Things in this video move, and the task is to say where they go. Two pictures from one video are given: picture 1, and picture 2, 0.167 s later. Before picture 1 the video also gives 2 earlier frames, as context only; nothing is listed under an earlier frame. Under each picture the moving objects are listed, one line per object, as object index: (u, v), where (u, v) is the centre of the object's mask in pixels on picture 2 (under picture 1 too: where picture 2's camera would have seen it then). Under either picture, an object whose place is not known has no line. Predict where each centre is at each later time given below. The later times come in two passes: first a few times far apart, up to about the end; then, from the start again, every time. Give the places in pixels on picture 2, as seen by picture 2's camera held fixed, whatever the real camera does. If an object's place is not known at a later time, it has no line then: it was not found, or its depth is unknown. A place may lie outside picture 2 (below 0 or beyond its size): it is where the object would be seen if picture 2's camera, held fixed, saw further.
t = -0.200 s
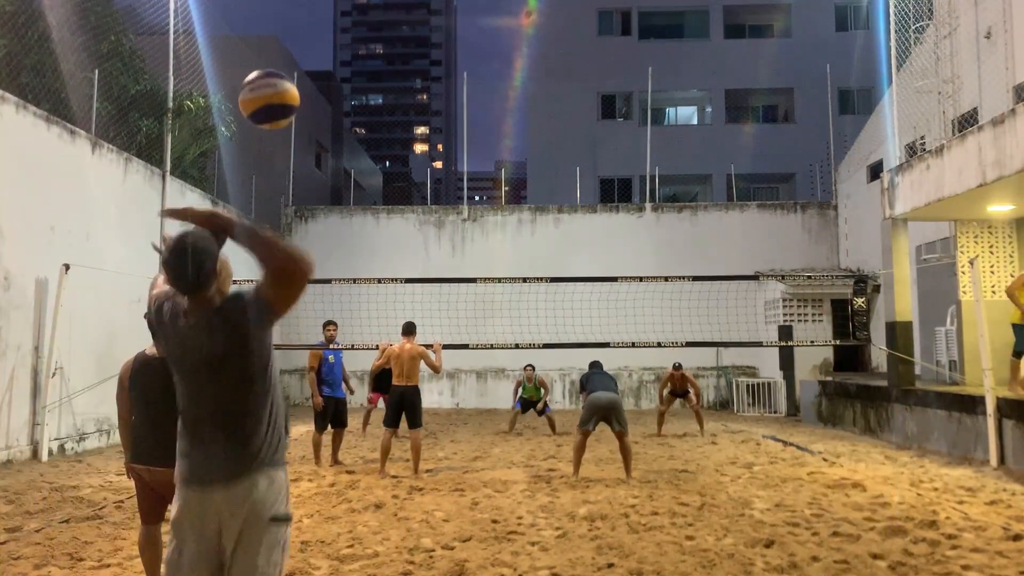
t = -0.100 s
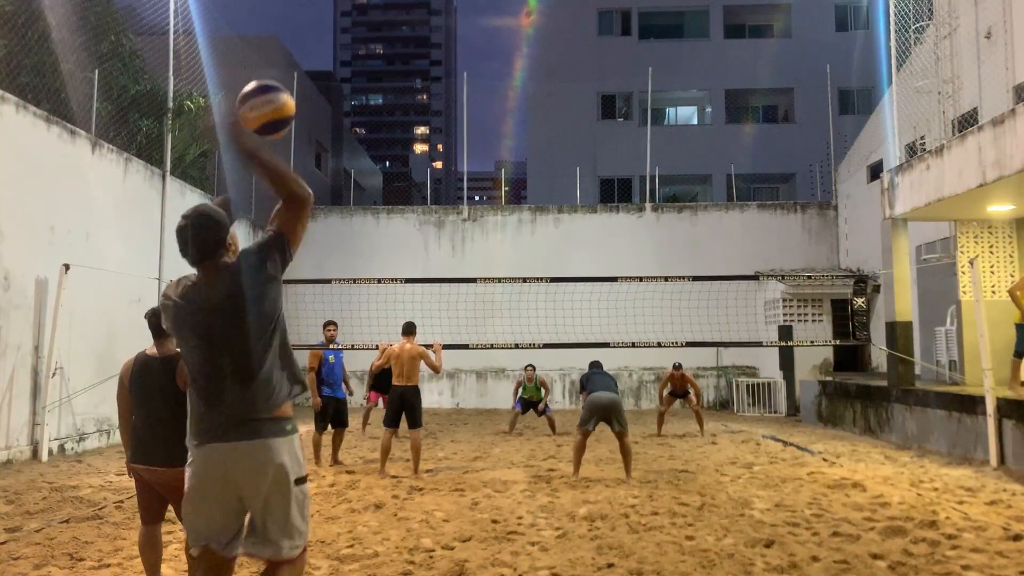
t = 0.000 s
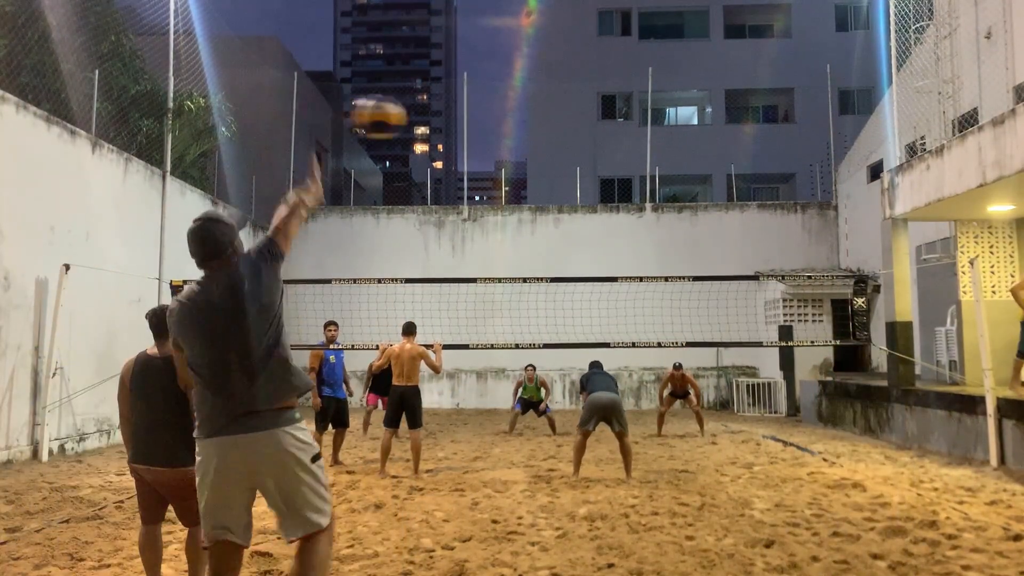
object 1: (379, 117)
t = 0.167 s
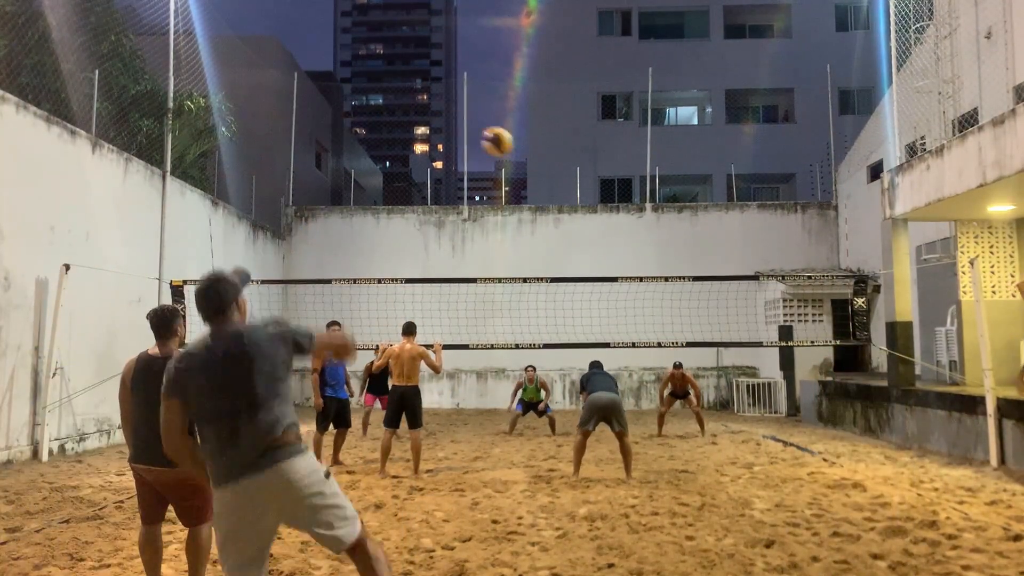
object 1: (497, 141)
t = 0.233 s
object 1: (526, 157)
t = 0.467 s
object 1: (583, 223)
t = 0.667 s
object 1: (603, 289)
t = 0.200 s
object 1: (512, 149)
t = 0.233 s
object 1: (526, 157)
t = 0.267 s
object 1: (537, 166)
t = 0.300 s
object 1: (548, 175)
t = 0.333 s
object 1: (557, 184)
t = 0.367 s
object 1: (565, 193)
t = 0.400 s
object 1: (571, 203)
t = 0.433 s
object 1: (578, 213)
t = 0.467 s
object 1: (583, 223)
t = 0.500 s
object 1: (588, 233)
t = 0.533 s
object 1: (591, 243)
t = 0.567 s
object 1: (595, 254)
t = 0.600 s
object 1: (598, 265)
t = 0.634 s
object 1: (602, 273)
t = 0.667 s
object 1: (603, 289)
